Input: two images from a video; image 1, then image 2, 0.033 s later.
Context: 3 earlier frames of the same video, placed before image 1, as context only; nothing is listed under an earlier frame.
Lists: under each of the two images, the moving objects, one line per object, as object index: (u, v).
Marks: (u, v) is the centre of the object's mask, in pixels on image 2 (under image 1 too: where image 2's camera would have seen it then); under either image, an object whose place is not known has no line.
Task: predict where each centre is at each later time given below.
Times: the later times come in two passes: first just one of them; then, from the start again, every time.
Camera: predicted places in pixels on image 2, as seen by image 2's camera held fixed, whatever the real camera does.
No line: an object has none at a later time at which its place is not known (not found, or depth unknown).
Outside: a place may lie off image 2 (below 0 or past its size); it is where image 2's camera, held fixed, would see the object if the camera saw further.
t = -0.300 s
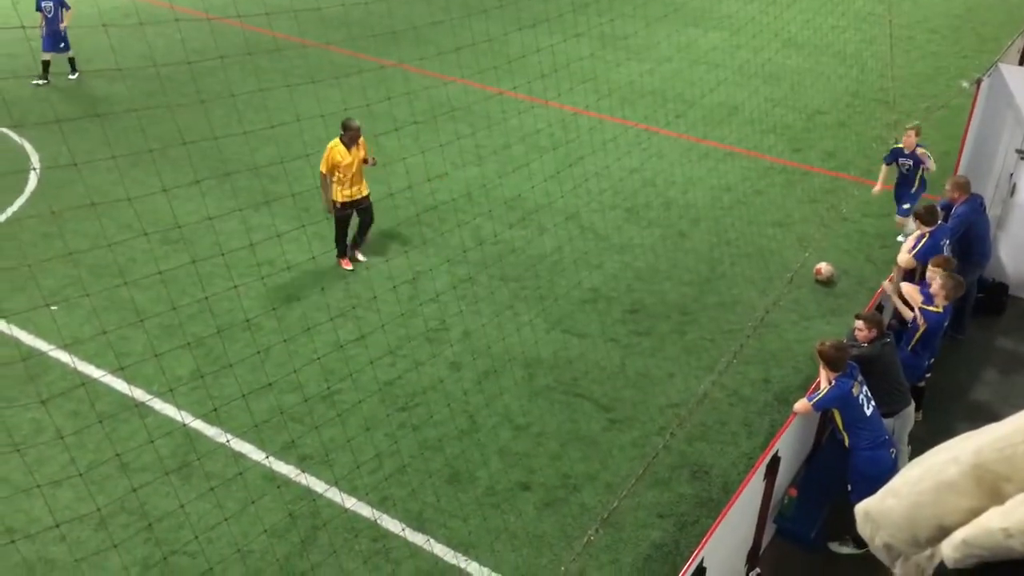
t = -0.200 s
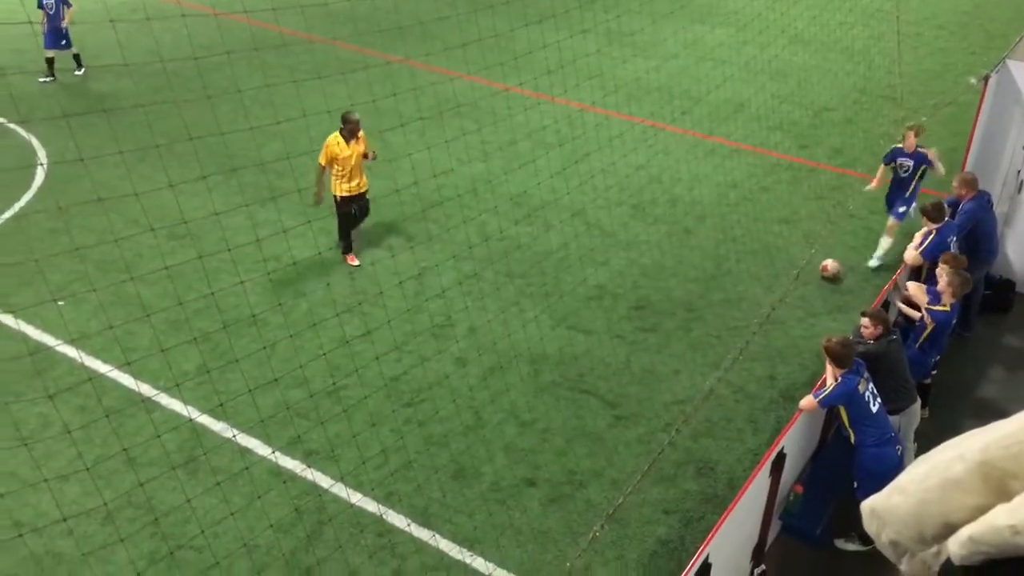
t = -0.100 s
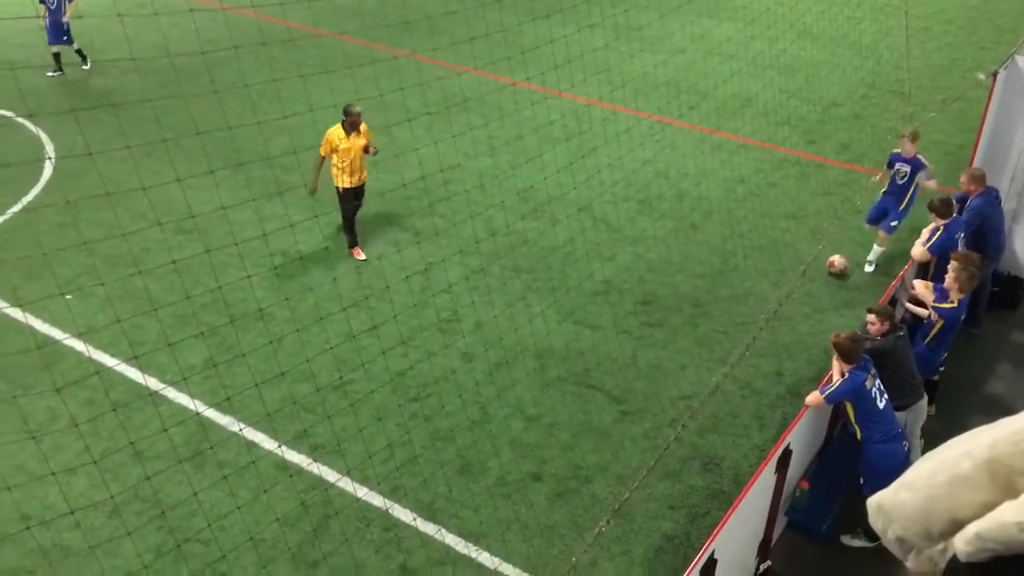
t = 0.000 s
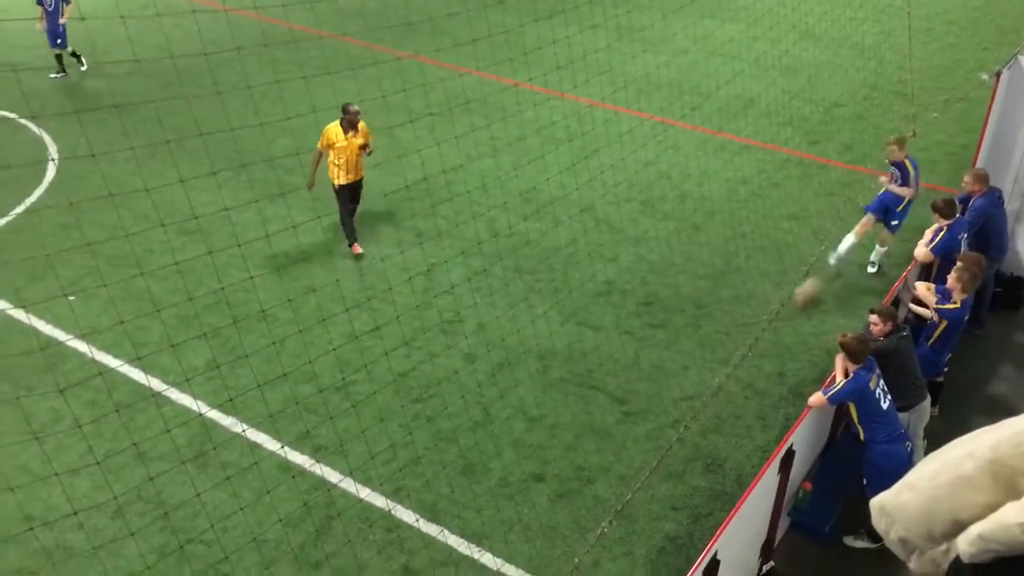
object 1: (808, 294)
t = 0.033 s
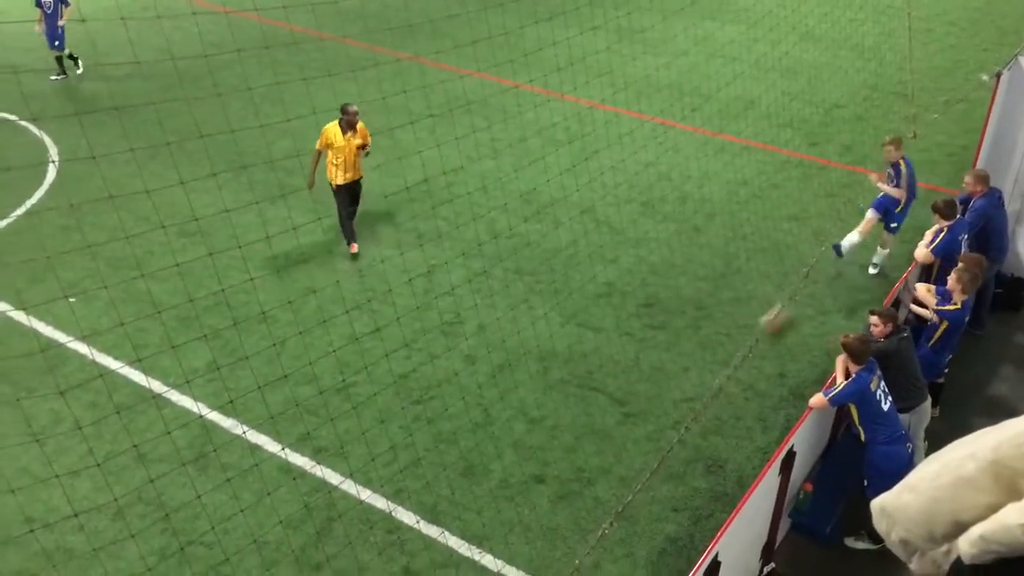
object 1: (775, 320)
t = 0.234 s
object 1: (545, 507)
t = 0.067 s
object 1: (743, 345)
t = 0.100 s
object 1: (711, 369)
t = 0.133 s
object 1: (674, 401)
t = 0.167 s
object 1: (635, 432)
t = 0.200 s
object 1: (592, 466)
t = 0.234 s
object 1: (545, 507)
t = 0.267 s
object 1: (499, 544)
